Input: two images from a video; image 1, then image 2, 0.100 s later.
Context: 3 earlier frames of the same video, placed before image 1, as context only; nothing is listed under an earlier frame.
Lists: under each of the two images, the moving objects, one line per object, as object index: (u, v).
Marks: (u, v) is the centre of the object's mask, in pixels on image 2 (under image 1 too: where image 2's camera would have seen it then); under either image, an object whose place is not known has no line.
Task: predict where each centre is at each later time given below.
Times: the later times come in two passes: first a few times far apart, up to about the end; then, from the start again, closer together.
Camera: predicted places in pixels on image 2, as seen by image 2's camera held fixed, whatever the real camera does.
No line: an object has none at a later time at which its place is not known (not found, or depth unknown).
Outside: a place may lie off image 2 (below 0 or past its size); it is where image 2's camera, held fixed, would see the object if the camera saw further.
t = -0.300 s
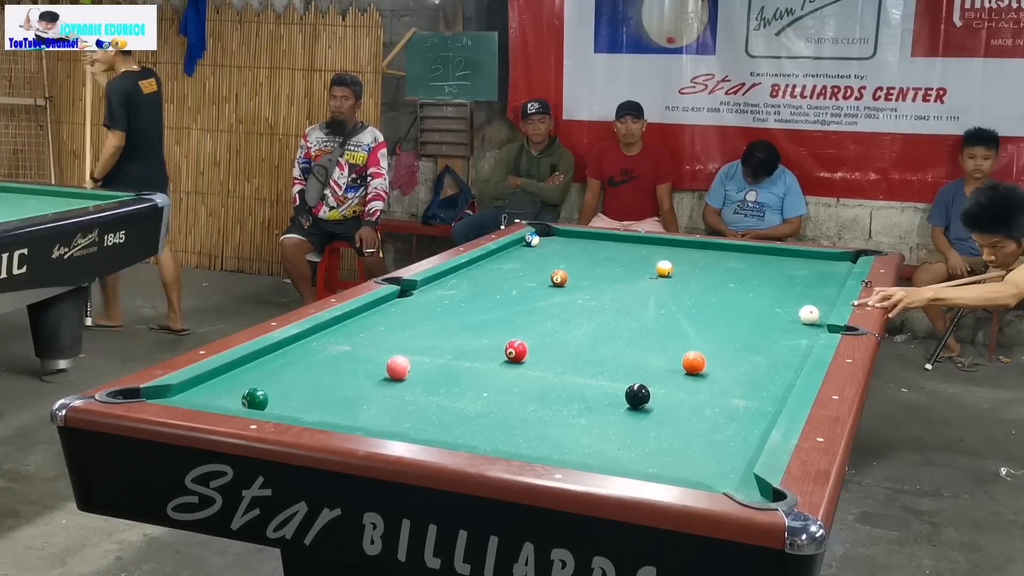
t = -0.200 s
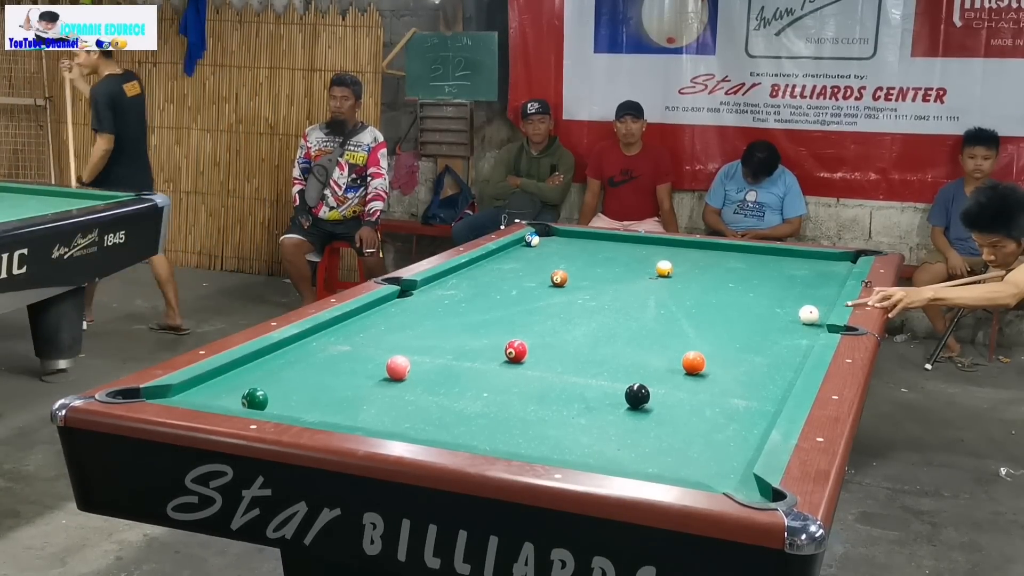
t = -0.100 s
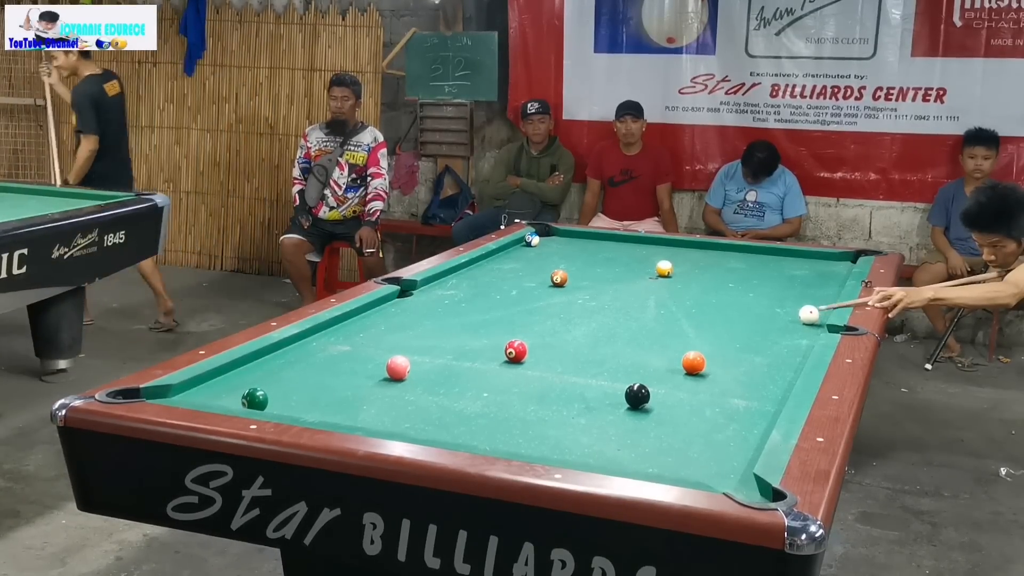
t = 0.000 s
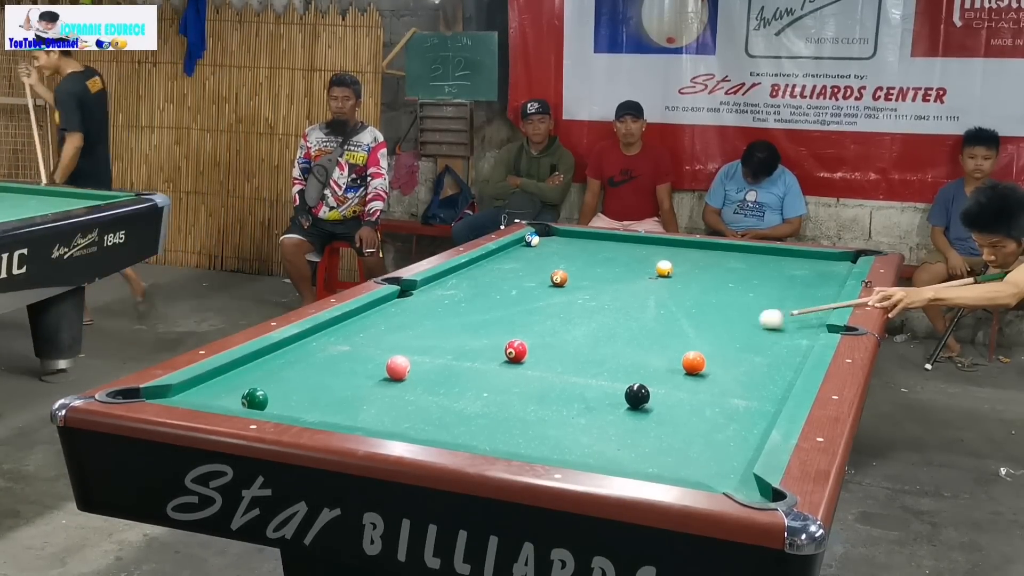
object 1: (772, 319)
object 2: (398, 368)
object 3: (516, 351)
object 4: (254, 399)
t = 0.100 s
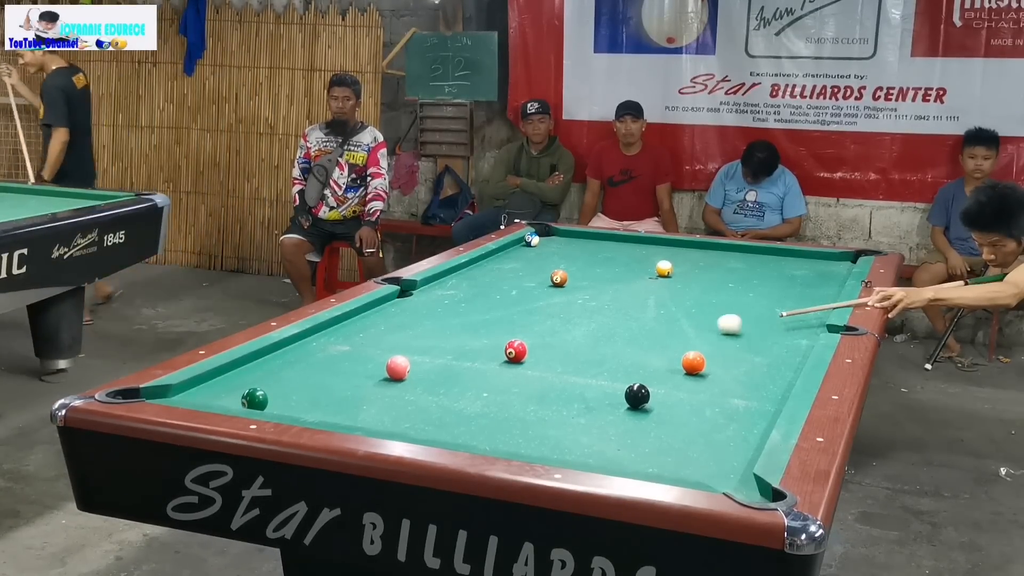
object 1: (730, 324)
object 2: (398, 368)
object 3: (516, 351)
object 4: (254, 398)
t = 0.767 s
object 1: (508, 348)
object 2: (398, 368)
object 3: (432, 364)
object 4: (255, 399)
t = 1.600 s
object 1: (405, 350)
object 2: (205, 383)
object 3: (375, 389)
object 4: (255, 399)
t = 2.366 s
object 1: (332, 352)
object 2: (228, 398)
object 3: (339, 407)
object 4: (255, 399)
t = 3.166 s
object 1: (281, 353)
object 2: (233, 399)
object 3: (322, 414)
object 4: (285, 400)
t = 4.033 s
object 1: (273, 353)
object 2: (234, 399)
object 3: (325, 413)
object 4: (291, 400)
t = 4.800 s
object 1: (274, 353)
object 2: (234, 399)
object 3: (325, 413)
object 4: (291, 400)
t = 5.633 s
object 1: (274, 354)
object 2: (234, 399)
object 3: (326, 413)
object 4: (291, 400)
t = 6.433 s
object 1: (274, 354)
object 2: (234, 399)
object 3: (326, 413)
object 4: (291, 400)
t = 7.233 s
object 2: (234, 399)
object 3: (325, 413)
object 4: (291, 400)
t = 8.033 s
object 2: (234, 399)
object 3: (325, 413)
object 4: (291, 400)
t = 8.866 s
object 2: (234, 399)
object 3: (325, 413)
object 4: (291, 400)
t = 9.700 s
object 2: (234, 399)
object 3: (325, 413)
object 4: (291, 400)
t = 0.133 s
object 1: (716, 326)
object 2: (398, 368)
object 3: (516, 351)
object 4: (254, 399)
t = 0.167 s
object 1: (702, 328)
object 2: (398, 368)
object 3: (516, 351)
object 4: (254, 399)
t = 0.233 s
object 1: (672, 331)
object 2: (398, 368)
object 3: (516, 351)
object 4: (255, 399)
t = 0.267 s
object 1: (657, 333)
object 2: (398, 368)
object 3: (516, 351)
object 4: (255, 399)
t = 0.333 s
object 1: (627, 336)
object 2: (398, 368)
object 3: (516, 351)
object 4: (255, 399)
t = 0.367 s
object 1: (612, 338)
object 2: (398, 368)
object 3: (516, 351)
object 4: (255, 399)
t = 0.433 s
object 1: (581, 342)
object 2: (398, 367)
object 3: (516, 351)
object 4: (255, 399)
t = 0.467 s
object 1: (565, 344)
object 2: (398, 367)
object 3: (516, 351)
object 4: (255, 399)
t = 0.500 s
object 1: (549, 346)
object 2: (398, 367)
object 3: (516, 351)
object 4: (255, 399)
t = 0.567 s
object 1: (532, 348)
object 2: (398, 367)
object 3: (501, 353)
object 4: (255, 399)
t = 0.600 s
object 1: (529, 348)
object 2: (398, 367)
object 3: (487, 356)
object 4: (254, 399)
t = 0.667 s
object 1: (521, 348)
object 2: (398, 367)
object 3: (464, 359)
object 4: (254, 399)
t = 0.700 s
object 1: (517, 348)
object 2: (398, 367)
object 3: (453, 361)
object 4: (254, 399)
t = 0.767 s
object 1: (508, 348)
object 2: (398, 368)
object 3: (432, 364)
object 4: (255, 399)
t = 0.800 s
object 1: (503, 348)
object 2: (397, 368)
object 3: (421, 366)
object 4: (254, 399)
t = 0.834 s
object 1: (498, 348)
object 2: (387, 368)
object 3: (421, 367)
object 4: (254, 399)
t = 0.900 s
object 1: (490, 348)
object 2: (369, 370)
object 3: (418, 369)
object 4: (254, 399)
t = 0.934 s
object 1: (485, 348)
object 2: (361, 371)
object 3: (416, 370)
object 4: (254, 399)
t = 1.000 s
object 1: (476, 348)
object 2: (345, 372)
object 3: (411, 372)
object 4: (254, 399)
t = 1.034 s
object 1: (472, 349)
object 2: (337, 373)
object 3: (409, 373)
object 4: (254, 399)
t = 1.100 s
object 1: (463, 349)
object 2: (322, 373)
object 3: (405, 375)
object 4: (254, 399)
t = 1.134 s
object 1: (459, 348)
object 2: (314, 374)
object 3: (403, 376)
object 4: (254, 399)
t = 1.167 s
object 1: (455, 349)
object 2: (306, 375)
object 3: (401, 377)
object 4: (254, 399)
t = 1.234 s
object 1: (447, 349)
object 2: (290, 376)
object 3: (397, 379)
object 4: (254, 399)
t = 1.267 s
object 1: (443, 349)
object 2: (282, 377)
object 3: (395, 380)
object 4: (254, 399)
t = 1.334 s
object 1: (435, 350)
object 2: (267, 378)
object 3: (391, 382)
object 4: (255, 399)
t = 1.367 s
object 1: (431, 350)
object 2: (259, 378)
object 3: (388, 383)
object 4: (255, 399)
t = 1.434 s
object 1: (424, 350)
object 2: (243, 379)
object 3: (385, 385)
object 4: (255, 399)
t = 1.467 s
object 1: (420, 350)
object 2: (235, 380)
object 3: (383, 386)
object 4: (255, 399)
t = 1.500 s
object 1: (416, 350)
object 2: (228, 381)
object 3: (381, 386)
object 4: (255, 399)
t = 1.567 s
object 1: (409, 350)
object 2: (212, 382)
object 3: (377, 388)
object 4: (255, 399)
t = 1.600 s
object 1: (405, 350)
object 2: (205, 383)
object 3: (375, 389)
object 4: (255, 399)
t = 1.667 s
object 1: (398, 350)
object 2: (199, 385)
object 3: (371, 391)
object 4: (255, 399)
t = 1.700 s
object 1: (394, 350)
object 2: (200, 386)
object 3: (370, 392)
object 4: (255, 399)
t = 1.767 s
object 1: (387, 350)
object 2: (202, 388)
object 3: (366, 393)
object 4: (255, 399)
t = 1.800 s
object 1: (384, 351)
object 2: (202, 389)
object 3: (364, 394)
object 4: (255, 399)
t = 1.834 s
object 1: (381, 351)
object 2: (203, 390)
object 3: (362, 395)
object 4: (255, 399)
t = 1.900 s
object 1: (374, 351)
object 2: (205, 391)
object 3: (359, 397)
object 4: (255, 399)
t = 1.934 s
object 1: (371, 351)
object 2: (206, 392)
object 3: (358, 397)
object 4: (255, 399)
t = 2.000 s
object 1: (364, 351)
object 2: (208, 394)
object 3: (354, 399)
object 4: (255, 399)
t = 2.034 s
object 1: (361, 351)
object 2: (209, 394)
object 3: (353, 400)
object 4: (255, 399)
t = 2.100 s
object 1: (355, 351)
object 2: (210, 395)
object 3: (350, 402)
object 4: (254, 399)
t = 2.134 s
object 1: (352, 351)
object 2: (211, 396)
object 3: (348, 403)
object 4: (254, 399)
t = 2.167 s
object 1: (349, 351)
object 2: (212, 397)
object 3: (347, 403)
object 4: (254, 399)
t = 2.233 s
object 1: (344, 351)
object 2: (217, 397)
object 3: (344, 405)
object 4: (254, 399)
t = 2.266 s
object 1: (341, 352)
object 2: (220, 398)
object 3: (342, 405)
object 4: (254, 399)
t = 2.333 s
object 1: (335, 352)
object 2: (226, 398)
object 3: (340, 407)
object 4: (254, 399)
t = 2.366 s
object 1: (332, 352)
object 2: (228, 398)
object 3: (339, 407)
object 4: (255, 399)
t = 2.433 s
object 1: (327, 352)
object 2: (230, 398)
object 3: (336, 408)
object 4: (258, 399)
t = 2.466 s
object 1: (325, 352)
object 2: (230, 399)
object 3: (335, 409)
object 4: (260, 399)
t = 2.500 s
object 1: (322, 352)
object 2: (231, 399)
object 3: (334, 409)
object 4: (261, 399)
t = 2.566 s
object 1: (317, 352)
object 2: (232, 399)
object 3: (332, 410)
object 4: (265, 399)
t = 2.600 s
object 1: (315, 352)
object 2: (232, 399)
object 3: (331, 410)
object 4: (266, 399)
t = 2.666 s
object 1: (310, 352)
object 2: (233, 399)
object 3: (329, 411)
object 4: (269, 400)
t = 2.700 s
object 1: (308, 352)
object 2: (234, 399)
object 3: (329, 411)
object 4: (270, 400)
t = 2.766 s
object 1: (303, 352)
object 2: (234, 399)
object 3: (327, 412)
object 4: (273, 400)
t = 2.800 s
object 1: (301, 352)
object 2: (234, 399)
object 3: (326, 412)
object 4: (274, 400)
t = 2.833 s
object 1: (299, 352)
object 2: (235, 399)
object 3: (325, 412)
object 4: (275, 400)
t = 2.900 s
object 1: (295, 352)
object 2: (235, 399)
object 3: (324, 413)
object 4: (278, 400)
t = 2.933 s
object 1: (293, 352)
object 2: (234, 399)
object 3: (323, 413)
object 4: (279, 400)
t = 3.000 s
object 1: (289, 352)
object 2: (234, 399)
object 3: (322, 413)
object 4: (281, 400)
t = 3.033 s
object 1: (287, 352)
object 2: (234, 399)
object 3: (321, 413)
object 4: (282, 400)
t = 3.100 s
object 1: (284, 352)
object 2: (234, 399)
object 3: (321, 414)
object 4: (283, 400)
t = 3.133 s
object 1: (282, 352)
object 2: (234, 399)
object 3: (322, 414)
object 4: (284, 400)
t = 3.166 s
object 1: (281, 353)
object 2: (233, 399)
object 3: (322, 414)
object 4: (285, 400)
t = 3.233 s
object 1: (277, 352)
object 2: (233, 399)
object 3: (323, 413)
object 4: (286, 400)
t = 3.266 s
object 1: (276, 352)
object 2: (233, 399)
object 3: (323, 413)
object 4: (287, 400)
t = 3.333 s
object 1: (273, 352)
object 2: (234, 399)
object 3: (324, 413)
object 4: (288, 400)
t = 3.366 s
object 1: (272, 352)
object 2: (234, 399)
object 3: (324, 413)
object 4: (289, 400)
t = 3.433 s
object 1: (269, 352)
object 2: (234, 399)
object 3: (324, 413)
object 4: (290, 400)
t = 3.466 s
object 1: (269, 353)
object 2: (234, 399)
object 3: (324, 413)
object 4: (290, 400)
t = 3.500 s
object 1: (270, 353)
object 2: (234, 399)
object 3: (325, 413)
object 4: (290, 400)
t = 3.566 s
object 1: (270, 353)
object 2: (234, 399)
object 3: (325, 413)
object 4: (291, 400)
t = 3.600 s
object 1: (270, 353)
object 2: (234, 399)
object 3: (325, 413)
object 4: (291, 400)
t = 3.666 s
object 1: (271, 353)
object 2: (234, 399)
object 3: (325, 413)
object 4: (291, 400)
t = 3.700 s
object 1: (271, 353)
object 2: (234, 399)
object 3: (325, 413)
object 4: (291, 400)
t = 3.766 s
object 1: (272, 353)
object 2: (234, 399)
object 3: (325, 413)
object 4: (291, 400)
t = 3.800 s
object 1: (272, 353)
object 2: (234, 399)
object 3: (325, 413)
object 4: (291, 400)
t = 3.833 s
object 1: (272, 354)
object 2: (234, 399)
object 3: (325, 413)
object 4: (291, 400)
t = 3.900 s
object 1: (273, 353)
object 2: (234, 399)
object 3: (325, 413)
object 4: (291, 400)
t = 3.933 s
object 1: (273, 354)
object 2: (234, 399)
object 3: (325, 413)
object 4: (291, 400)
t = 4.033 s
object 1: (273, 353)
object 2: (234, 399)
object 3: (325, 413)
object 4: (291, 400)
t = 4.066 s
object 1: (273, 354)
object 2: (234, 399)
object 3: (325, 413)
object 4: (291, 400)
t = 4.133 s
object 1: (273, 354)
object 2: (234, 399)
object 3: (325, 413)
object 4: (291, 400)
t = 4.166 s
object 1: (273, 354)
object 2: (234, 399)
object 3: (326, 413)
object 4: (291, 400)
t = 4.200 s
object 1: (274, 353)
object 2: (234, 399)
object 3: (325, 413)
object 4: (291, 400)
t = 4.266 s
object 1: (274, 353)
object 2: (234, 399)
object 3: (325, 413)
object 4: (291, 400)
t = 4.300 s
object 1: (274, 353)
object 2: (234, 399)
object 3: (326, 413)
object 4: (291, 400)
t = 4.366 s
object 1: (274, 354)
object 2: (234, 399)
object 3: (325, 413)
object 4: (291, 400)
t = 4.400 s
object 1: (274, 354)
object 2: (234, 399)
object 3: (325, 413)
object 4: (291, 400)
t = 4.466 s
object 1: (274, 353)
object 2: (234, 399)
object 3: (325, 413)
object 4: (291, 400)
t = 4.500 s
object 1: (274, 353)
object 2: (234, 399)
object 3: (325, 413)
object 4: (291, 400)
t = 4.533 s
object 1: (274, 353)
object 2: (234, 399)
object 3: (325, 413)
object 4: (291, 400)
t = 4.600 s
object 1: (274, 353)
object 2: (234, 399)
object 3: (325, 413)
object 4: (291, 400)
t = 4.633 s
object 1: (274, 353)
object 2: (234, 399)
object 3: (325, 413)
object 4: (291, 400)
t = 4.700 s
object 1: (274, 353)
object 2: (234, 399)
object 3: (325, 413)
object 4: (291, 400)
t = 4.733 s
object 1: (274, 353)
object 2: (234, 399)
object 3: (325, 413)
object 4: (291, 400)
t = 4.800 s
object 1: (274, 353)
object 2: (234, 399)
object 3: (325, 413)
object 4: (291, 400)
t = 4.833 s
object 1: (274, 353)
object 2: (234, 399)
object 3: (325, 413)
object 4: (291, 400)
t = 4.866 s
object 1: (274, 354)
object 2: (234, 399)
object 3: (325, 413)
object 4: (291, 400)
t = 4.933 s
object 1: (274, 353)
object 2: (234, 399)
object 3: (325, 413)
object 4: (291, 400)
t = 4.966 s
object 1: (274, 354)
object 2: (234, 399)
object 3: (325, 413)
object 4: (291, 400)
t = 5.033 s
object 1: (274, 354)
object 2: (234, 399)
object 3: (325, 413)
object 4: (291, 400)
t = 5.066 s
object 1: (274, 353)
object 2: (234, 399)
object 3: (325, 413)
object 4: (291, 400)
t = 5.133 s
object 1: (274, 353)
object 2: (234, 399)
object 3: (325, 413)
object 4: (291, 400)
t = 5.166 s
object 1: (274, 353)
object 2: (234, 399)
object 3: (325, 413)
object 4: (291, 400)
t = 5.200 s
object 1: (274, 353)
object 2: (234, 399)
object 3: (325, 413)
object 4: (291, 400)
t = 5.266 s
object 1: (274, 354)
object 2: (234, 399)
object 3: (325, 413)
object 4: (291, 400)
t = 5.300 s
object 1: (274, 354)
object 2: (234, 399)
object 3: (325, 413)
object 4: (291, 400)
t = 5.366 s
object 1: (274, 354)
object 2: (234, 399)
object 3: (325, 413)
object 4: (291, 400)
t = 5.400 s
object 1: (274, 354)
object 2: (234, 399)
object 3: (325, 413)
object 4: (291, 400)
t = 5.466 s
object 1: (274, 353)
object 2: (234, 399)
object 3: (325, 413)
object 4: (291, 400)
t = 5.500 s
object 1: (274, 354)
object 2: (234, 399)
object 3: (325, 413)
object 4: (291, 400)
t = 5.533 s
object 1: (274, 354)
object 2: (234, 399)
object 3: (325, 413)
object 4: (291, 400)
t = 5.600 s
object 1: (274, 354)
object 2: (234, 399)
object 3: (325, 413)
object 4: (291, 400)
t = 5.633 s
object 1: (274, 354)
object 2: (234, 399)
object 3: (326, 413)
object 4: (291, 400)
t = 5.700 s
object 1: (274, 354)
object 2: (234, 399)
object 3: (325, 413)
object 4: (291, 400)
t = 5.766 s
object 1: (274, 354)
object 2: (234, 399)
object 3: (326, 413)
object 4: (291, 400)
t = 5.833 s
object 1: (274, 354)
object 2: (234, 399)
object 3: (326, 413)
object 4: (291, 400)
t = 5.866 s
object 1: (274, 354)
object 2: (234, 399)
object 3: (326, 413)
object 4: (291, 400)
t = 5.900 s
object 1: (274, 354)
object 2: (234, 399)
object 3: (326, 413)
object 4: (291, 400)
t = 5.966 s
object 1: (274, 354)
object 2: (234, 399)
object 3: (325, 413)
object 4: (291, 400)
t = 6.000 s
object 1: (274, 354)
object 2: (234, 399)
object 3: (325, 413)
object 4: (291, 400)
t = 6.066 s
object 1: (274, 354)
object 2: (234, 399)
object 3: (325, 413)
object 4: (291, 400)
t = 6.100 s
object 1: (274, 354)
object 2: (234, 399)
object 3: (325, 413)
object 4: (291, 400)
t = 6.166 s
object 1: (274, 354)
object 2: (234, 399)
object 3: (325, 413)
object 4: (291, 400)
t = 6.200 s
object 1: (274, 354)
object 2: (234, 399)
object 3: (325, 413)
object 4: (291, 400)
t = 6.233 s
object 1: (274, 354)
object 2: (234, 399)
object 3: (325, 413)
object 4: (291, 400)
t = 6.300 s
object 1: (274, 354)
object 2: (234, 399)
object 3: (325, 413)
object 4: (291, 400)
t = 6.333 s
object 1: (274, 354)
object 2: (234, 399)
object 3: (325, 413)
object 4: (291, 400)
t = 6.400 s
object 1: (274, 354)
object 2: (234, 399)
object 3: (325, 413)
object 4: (291, 400)
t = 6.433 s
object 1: (274, 354)
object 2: (234, 399)
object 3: (326, 413)
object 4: (291, 400)
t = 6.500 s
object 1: (274, 354)
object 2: (234, 399)
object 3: (325, 413)
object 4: (291, 400)
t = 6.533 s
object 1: (274, 354)
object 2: (234, 399)
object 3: (325, 413)
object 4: (291, 400)
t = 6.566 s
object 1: (274, 354)
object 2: (234, 399)
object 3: (325, 413)
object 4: (291, 400)
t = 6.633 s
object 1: (274, 354)
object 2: (234, 399)
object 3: (325, 413)
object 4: (291, 400)
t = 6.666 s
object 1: (274, 354)
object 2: (234, 399)
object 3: (325, 413)
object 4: (291, 400)
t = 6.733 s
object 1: (274, 354)
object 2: (234, 399)
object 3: (325, 413)
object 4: (291, 400)
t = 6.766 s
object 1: (274, 354)
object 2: (234, 399)
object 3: (326, 413)
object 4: (291, 400)
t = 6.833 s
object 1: (274, 354)
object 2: (234, 399)
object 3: (325, 413)
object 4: (291, 400)
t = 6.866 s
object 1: (274, 354)
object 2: (234, 399)
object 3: (325, 413)
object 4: (291, 400)
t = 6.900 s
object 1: (274, 354)
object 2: (234, 399)
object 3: (326, 413)
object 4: (291, 400)
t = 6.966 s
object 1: (274, 354)
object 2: (234, 399)
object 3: (326, 413)
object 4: (291, 400)
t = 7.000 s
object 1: (274, 354)
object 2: (234, 399)
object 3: (325, 413)
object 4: (291, 400)
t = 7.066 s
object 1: (274, 354)
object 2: (233, 399)
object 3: (326, 413)
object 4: (291, 400)
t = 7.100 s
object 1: (274, 354)
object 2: (234, 399)
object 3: (326, 413)
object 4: (291, 400)
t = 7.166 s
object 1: (274, 354)
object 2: (234, 399)
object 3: (326, 413)
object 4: (291, 400)
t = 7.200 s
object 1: (274, 354)
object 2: (234, 399)
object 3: (326, 413)
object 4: (291, 400)
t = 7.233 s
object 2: (234, 399)
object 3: (325, 413)
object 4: (291, 400)
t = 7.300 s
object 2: (234, 399)
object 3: (325, 413)
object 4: (291, 400)
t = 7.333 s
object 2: (234, 399)
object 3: (325, 413)
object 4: (291, 400)
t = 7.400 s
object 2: (234, 399)
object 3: (325, 413)
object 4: (291, 400)
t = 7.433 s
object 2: (234, 399)
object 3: (326, 413)
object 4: (291, 400)
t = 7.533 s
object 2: (234, 399)
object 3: (325, 413)
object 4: (291, 400)
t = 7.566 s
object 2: (234, 399)
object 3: (326, 413)
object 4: (291, 400)
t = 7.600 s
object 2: (234, 399)
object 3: (325, 413)
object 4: (291, 400)
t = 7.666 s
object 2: (234, 399)
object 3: (325, 413)
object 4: (291, 400)
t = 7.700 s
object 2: (234, 399)
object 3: (325, 413)
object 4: (291, 400)
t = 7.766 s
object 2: (234, 399)
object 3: (325, 413)
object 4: (291, 400)
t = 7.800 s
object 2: (234, 399)
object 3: (325, 413)
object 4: (291, 400)
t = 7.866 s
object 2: (234, 399)
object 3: (325, 413)
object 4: (291, 400)
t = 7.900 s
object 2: (234, 399)
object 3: (325, 413)
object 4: (291, 400)
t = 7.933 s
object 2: (234, 399)
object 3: (325, 413)
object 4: (291, 400)
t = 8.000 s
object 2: (234, 399)
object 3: (325, 413)
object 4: (291, 400)
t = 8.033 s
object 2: (234, 399)
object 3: (325, 413)
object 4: (291, 400)
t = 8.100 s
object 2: (234, 399)
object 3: (325, 413)
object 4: (291, 400)
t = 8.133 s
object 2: (234, 399)
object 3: (325, 413)
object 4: (291, 400)
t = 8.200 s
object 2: (234, 399)
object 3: (326, 413)
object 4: (291, 400)
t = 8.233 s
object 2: (234, 399)
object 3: (326, 413)
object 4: (291, 400)
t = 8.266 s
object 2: (234, 399)
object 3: (326, 413)
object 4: (291, 400)
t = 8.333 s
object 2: (234, 399)
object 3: (326, 413)
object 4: (291, 400)
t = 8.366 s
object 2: (234, 399)
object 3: (325, 413)
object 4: (291, 400)
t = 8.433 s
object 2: (234, 399)
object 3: (326, 413)
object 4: (291, 400)
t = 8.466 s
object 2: (234, 399)
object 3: (326, 413)
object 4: (291, 400)
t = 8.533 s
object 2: (234, 399)
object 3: (325, 413)
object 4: (291, 400)
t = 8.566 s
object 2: (234, 399)
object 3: (326, 413)
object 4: (291, 400)
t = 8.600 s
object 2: (234, 399)
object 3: (326, 413)
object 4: (291, 400)
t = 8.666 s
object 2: (234, 399)
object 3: (326, 413)
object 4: (291, 400)
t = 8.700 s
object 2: (234, 399)
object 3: (325, 413)
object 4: (291, 400)
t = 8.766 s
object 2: (234, 399)
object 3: (326, 413)
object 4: (291, 400)
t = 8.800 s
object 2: (234, 399)
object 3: (326, 413)
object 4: (291, 400)
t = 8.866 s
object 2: (234, 399)
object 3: (325, 413)
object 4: (291, 400)
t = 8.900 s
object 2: (234, 399)
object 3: (325, 413)
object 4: (291, 400)
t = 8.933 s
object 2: (234, 399)
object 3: (325, 413)
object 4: (291, 400)
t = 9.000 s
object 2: (234, 399)
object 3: (325, 413)
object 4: (291, 400)
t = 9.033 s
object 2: (234, 399)
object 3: (325, 413)
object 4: (291, 400)
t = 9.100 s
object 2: (234, 399)
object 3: (325, 413)
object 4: (291, 400)
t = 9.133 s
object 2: (234, 399)
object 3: (325, 413)
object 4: (291, 400)
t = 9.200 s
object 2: (234, 399)
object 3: (325, 413)
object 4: (291, 400)
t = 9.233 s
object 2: (234, 399)
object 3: (325, 413)
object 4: (291, 400)
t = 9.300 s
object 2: (234, 399)
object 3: (325, 413)
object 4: (291, 400)
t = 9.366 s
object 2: (234, 399)
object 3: (326, 413)
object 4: (291, 400)
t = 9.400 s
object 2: (234, 399)
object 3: (325, 413)
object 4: (291, 400)
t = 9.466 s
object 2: (234, 399)
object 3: (325, 413)
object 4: (291, 400)
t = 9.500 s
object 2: (234, 399)
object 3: (325, 413)
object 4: (291, 400)
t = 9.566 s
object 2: (234, 399)
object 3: (325, 413)
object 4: (291, 400)
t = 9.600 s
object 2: (234, 399)
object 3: (325, 413)
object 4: (291, 400)
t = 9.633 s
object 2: (234, 399)
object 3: (325, 413)
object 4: (291, 400)
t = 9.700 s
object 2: (234, 399)
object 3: (325, 413)
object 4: (291, 400)
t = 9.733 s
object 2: (234, 399)
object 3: (326, 413)
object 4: (291, 400)
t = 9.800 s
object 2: (234, 399)
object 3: (325, 413)
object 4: (291, 400)
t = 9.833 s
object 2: (234, 399)
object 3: (325, 413)
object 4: (291, 400)
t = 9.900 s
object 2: (234, 399)
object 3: (325, 413)
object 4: (291, 400)
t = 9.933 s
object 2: (234, 399)
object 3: (325, 413)
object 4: (291, 400)
